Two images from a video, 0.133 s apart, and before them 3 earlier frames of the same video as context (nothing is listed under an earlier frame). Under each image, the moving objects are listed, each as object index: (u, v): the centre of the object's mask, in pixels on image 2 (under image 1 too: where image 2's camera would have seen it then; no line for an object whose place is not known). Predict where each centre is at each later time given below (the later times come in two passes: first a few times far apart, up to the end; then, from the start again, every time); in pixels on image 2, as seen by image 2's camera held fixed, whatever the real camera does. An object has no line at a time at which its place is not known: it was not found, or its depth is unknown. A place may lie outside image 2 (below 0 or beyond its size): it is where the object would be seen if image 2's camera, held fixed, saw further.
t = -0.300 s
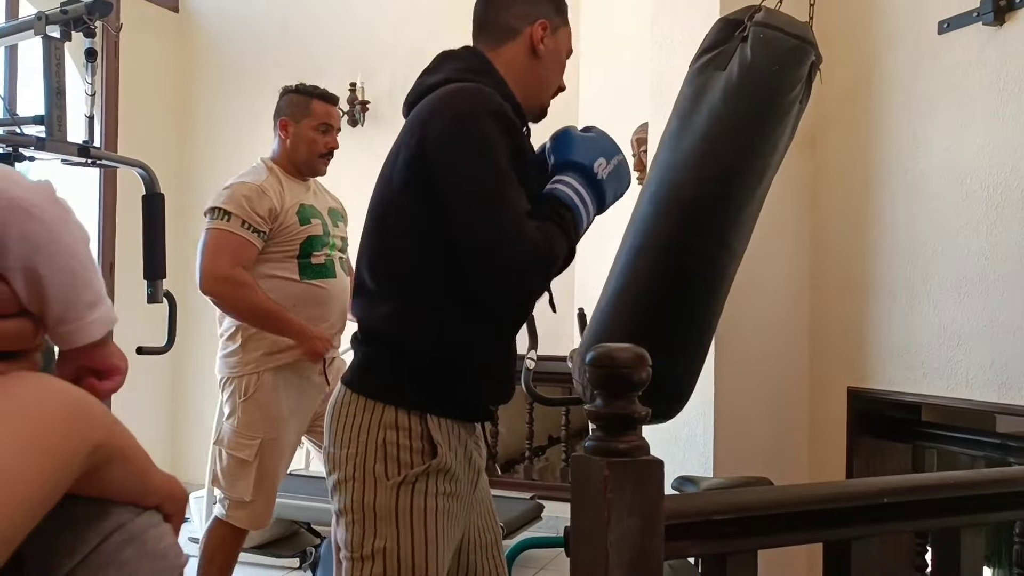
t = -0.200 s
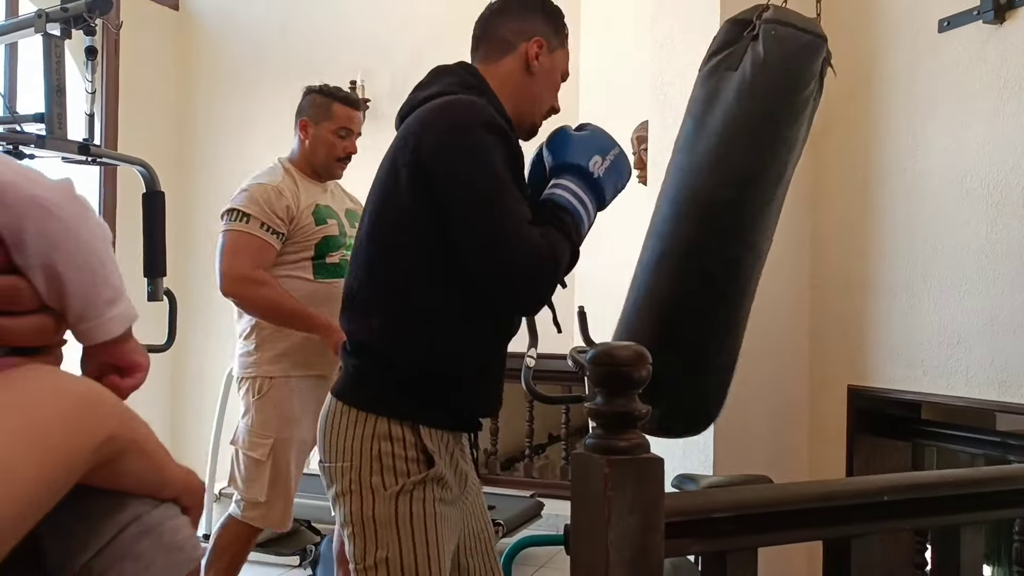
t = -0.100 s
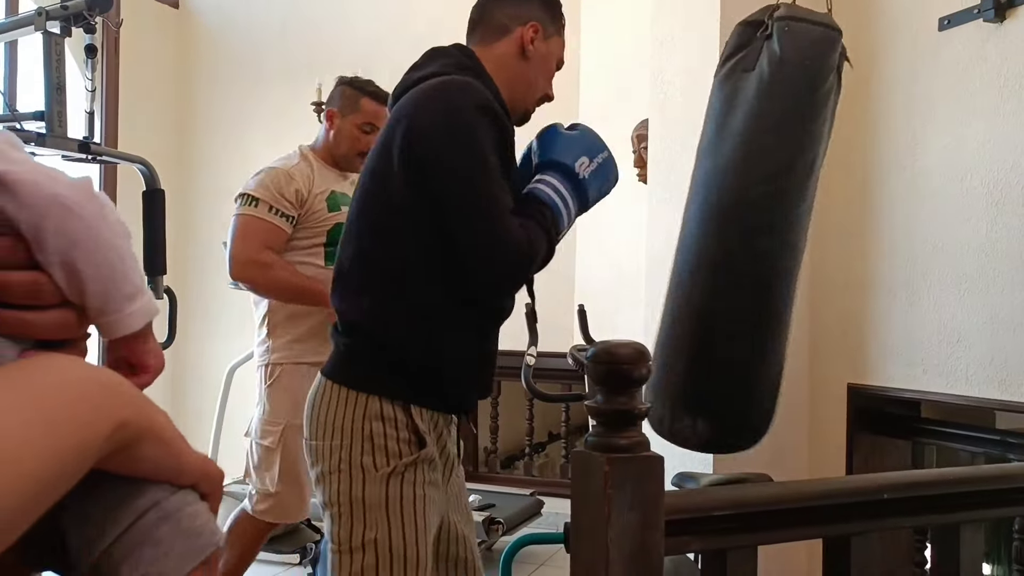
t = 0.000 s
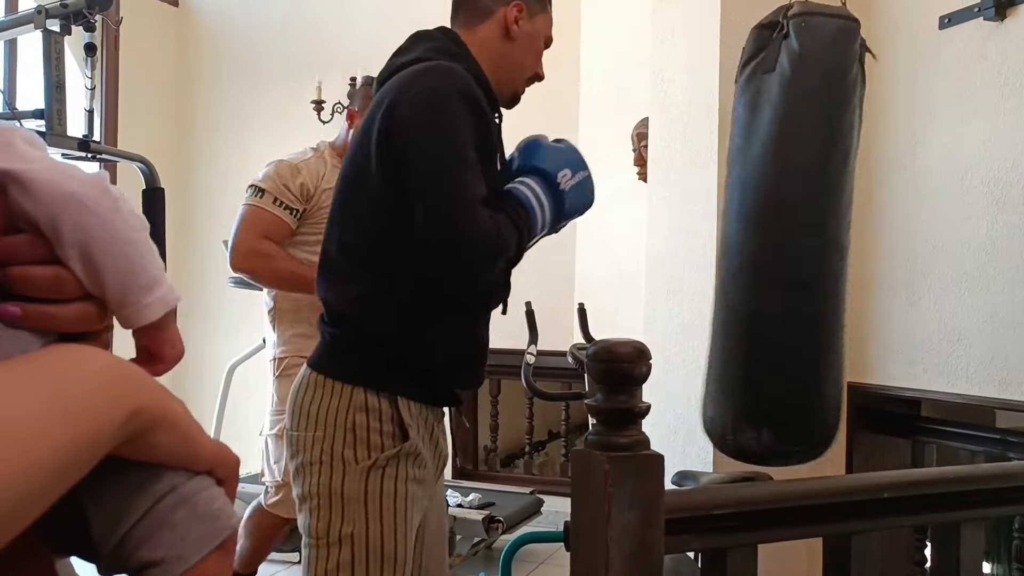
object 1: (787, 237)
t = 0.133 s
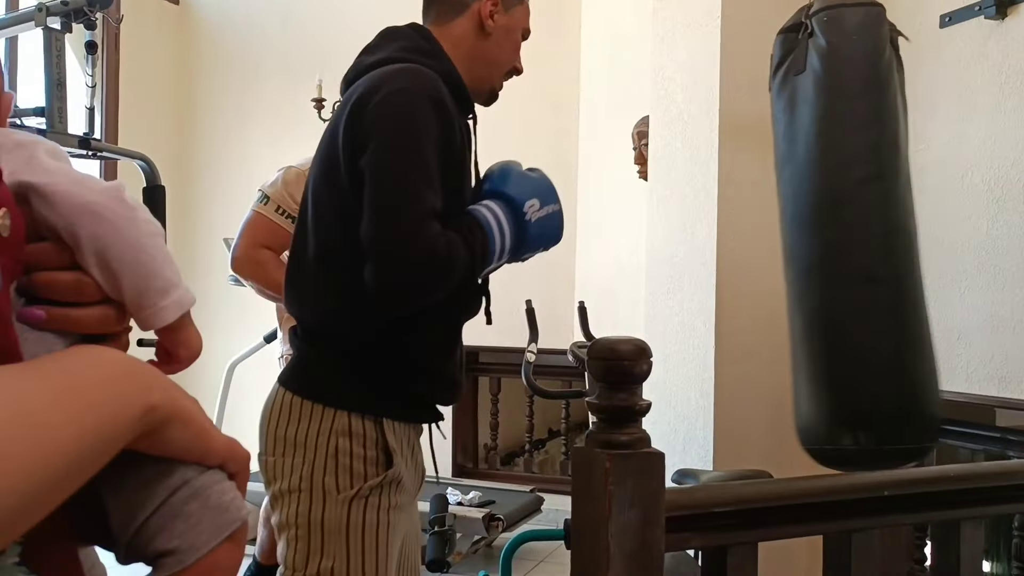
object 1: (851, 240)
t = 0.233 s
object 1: (900, 237)
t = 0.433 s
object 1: (943, 188)
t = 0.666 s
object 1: (950, 181)
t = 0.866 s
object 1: (924, 228)
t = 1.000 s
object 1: (867, 232)
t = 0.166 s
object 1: (867, 239)
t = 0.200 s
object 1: (884, 239)
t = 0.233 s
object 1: (900, 237)
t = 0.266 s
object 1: (913, 234)
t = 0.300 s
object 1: (922, 226)
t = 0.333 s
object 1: (930, 216)
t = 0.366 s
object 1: (935, 206)
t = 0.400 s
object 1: (940, 197)
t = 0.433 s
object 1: (943, 188)
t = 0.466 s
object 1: (946, 181)
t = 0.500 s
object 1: (948, 176)
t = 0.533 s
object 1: (950, 173)
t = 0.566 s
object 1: (951, 172)
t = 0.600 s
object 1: (951, 172)
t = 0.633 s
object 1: (951, 176)
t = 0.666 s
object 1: (950, 181)
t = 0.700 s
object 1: (949, 187)
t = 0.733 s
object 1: (948, 196)
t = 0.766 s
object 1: (944, 204)
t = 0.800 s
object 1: (939, 213)
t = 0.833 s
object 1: (933, 222)
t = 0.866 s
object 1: (924, 228)
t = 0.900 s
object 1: (911, 229)
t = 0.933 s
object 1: (896, 230)
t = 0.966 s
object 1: (881, 230)
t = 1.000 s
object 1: (867, 232)
